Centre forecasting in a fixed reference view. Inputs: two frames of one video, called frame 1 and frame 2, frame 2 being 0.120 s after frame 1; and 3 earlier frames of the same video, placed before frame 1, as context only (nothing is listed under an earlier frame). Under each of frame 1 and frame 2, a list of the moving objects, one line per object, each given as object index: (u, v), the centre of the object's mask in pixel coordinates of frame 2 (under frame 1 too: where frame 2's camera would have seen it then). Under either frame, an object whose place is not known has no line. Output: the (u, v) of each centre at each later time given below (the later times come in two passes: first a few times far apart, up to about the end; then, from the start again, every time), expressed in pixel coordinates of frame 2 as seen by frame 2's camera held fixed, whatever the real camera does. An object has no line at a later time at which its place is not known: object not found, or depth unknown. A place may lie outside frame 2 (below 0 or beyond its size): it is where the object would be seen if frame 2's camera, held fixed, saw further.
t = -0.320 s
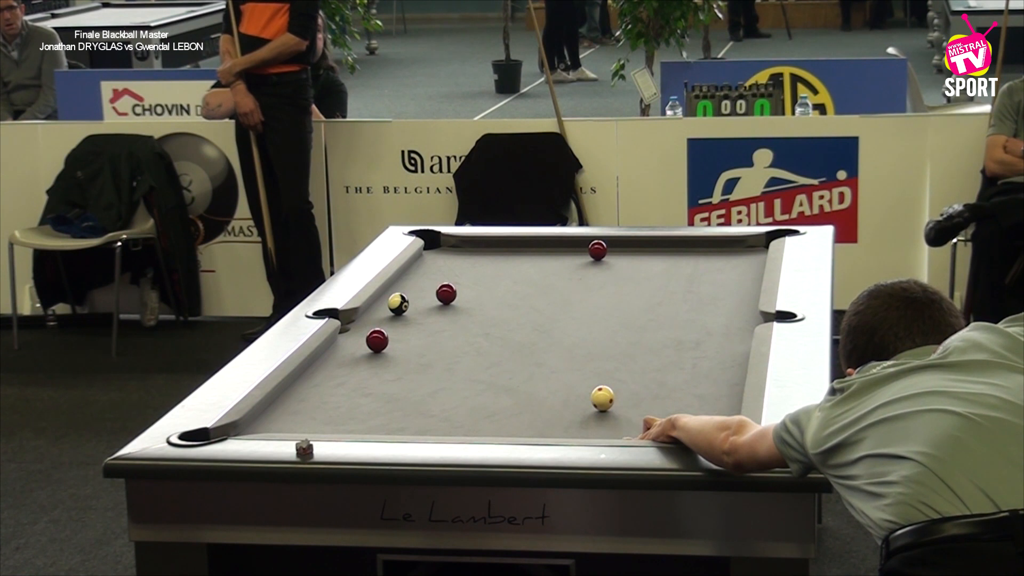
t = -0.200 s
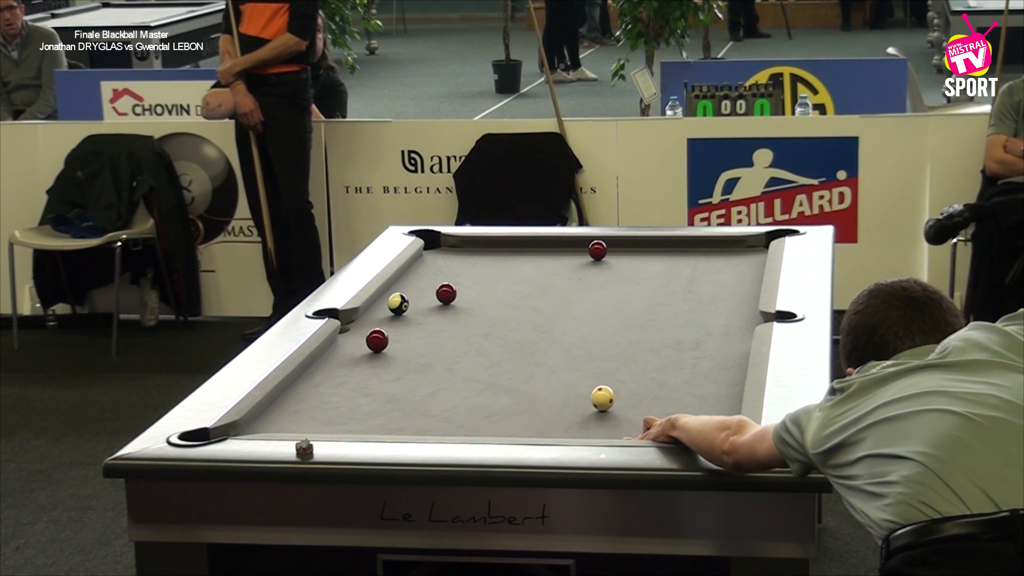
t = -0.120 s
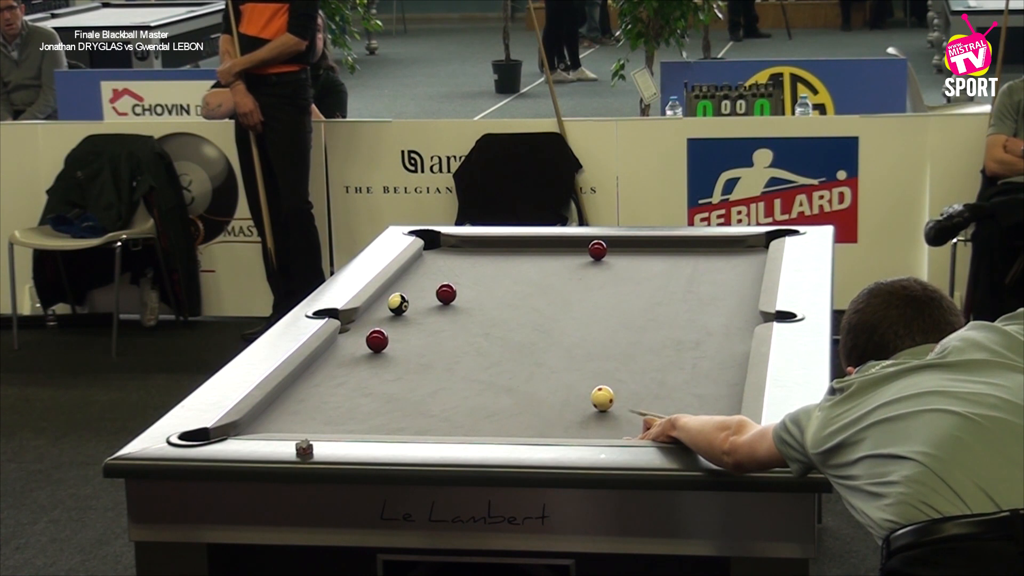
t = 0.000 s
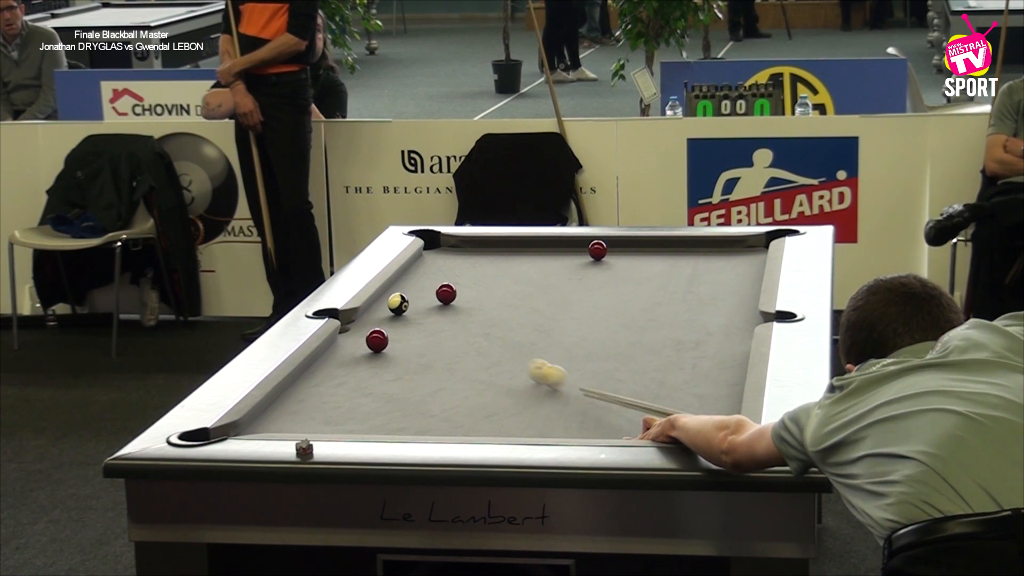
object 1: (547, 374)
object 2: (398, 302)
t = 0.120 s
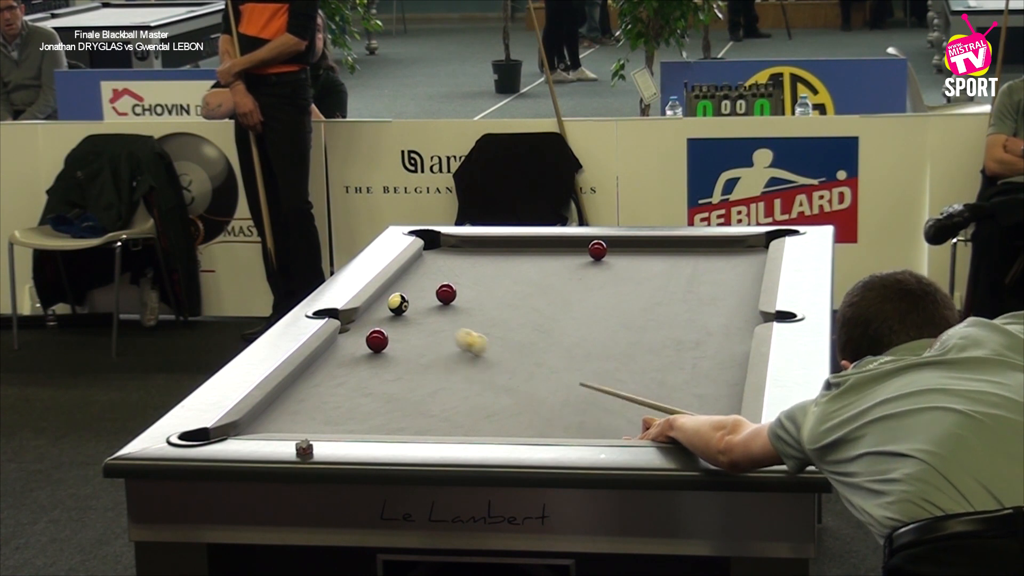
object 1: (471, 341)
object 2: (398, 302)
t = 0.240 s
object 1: (414, 317)
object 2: (398, 303)
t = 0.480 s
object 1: (402, 313)
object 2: (409, 281)
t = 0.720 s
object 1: (457, 320)
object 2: (418, 261)
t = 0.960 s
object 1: (514, 327)
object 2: (438, 244)
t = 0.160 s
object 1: (450, 333)
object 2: (398, 304)
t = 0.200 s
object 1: (431, 324)
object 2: (398, 303)
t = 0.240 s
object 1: (414, 317)
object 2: (398, 303)
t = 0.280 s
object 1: (396, 309)
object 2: (401, 299)
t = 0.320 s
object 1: (379, 309)
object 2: (401, 298)
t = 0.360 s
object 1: (373, 310)
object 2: (403, 293)
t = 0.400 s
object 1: (384, 311)
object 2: (405, 289)
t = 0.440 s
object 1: (393, 312)
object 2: (407, 284)
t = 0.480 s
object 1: (402, 313)
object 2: (409, 281)
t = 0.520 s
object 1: (411, 315)
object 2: (411, 278)
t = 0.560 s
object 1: (421, 316)
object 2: (412, 274)
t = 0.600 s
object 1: (430, 317)
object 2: (414, 271)
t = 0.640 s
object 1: (439, 318)
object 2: (416, 267)
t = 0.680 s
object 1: (448, 319)
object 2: (417, 264)
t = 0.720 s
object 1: (457, 320)
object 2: (418, 261)
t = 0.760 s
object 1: (467, 322)
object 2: (421, 258)
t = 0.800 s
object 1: (476, 323)
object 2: (424, 255)
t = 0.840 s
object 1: (486, 324)
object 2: (427, 253)
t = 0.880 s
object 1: (495, 325)
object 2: (431, 250)
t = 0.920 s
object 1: (504, 326)
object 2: (435, 247)
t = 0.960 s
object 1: (514, 327)
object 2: (438, 244)
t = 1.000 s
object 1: (523, 328)
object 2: (441, 242)
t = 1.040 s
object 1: (532, 329)
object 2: (442, 240)
